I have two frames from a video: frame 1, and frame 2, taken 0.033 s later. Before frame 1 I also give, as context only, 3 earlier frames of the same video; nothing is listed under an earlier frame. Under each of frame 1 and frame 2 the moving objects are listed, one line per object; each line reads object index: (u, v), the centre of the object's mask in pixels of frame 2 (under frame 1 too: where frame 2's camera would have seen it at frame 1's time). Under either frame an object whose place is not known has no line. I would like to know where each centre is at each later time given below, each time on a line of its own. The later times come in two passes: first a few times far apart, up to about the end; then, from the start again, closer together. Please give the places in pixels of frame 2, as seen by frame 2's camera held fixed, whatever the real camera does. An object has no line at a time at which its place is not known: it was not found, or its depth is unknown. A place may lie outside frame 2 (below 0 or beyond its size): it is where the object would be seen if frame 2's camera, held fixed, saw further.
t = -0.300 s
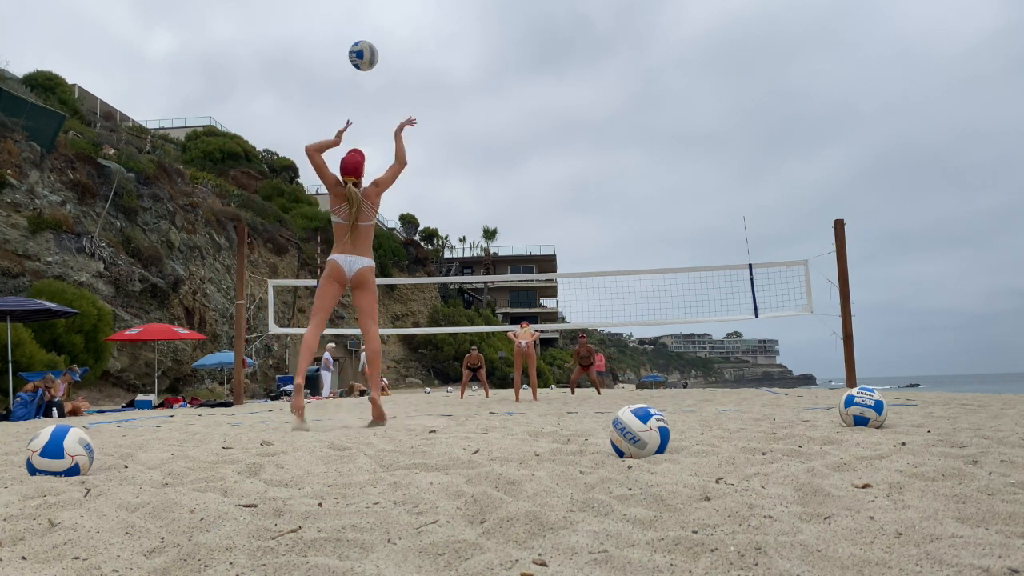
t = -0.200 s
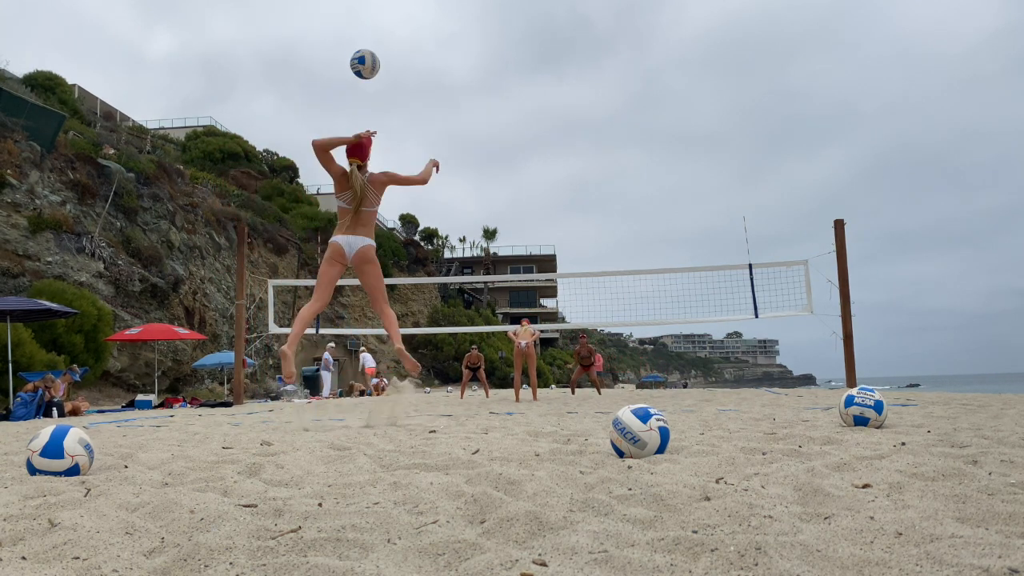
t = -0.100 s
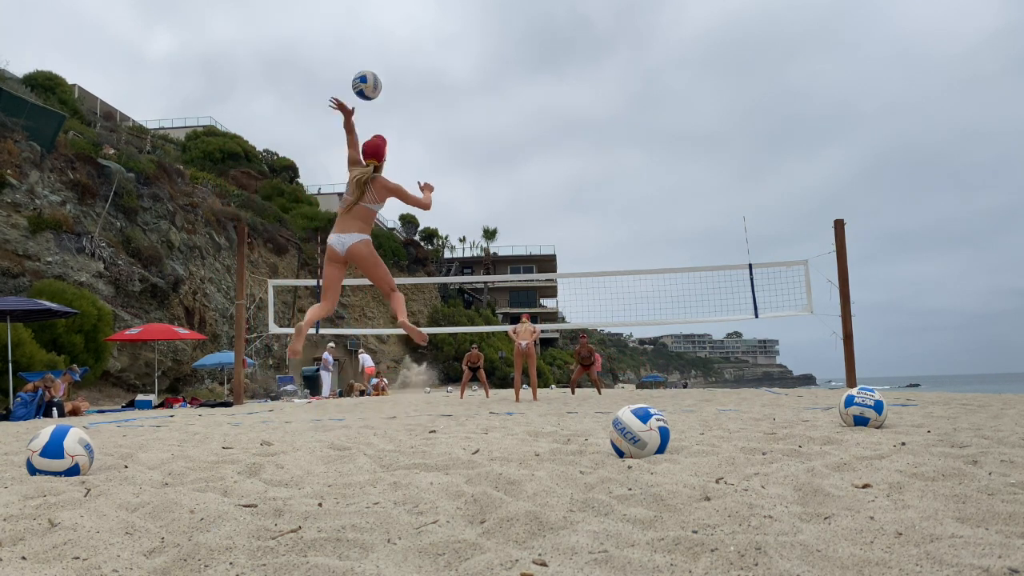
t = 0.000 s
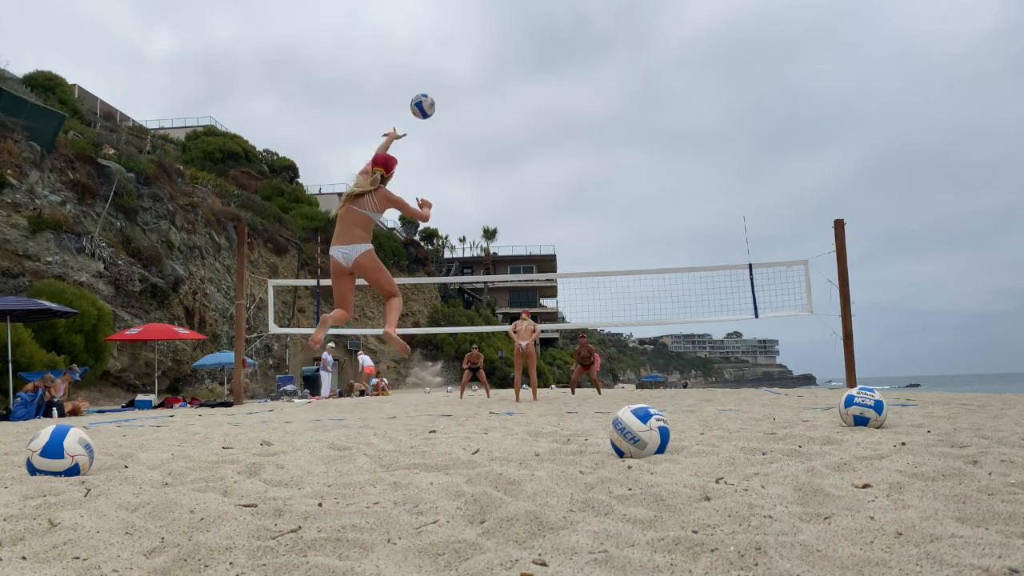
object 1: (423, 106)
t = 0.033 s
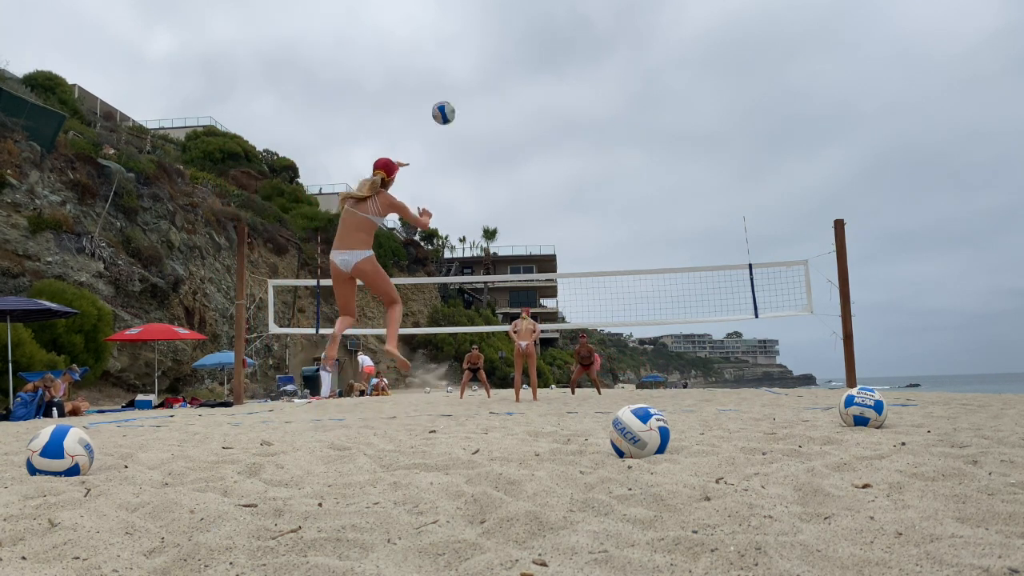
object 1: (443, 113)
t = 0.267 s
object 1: (534, 167)
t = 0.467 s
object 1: (581, 217)
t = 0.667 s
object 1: (613, 268)
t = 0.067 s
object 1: (461, 120)
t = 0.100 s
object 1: (477, 127)
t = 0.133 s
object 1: (491, 135)
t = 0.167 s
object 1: (503, 143)
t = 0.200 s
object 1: (514, 150)
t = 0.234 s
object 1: (525, 159)
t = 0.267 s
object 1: (534, 167)
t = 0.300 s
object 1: (543, 175)
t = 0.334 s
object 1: (552, 183)
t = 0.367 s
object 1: (560, 191)
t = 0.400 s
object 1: (567, 200)
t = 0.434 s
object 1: (574, 209)
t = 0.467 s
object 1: (581, 217)
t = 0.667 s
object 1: (613, 268)
